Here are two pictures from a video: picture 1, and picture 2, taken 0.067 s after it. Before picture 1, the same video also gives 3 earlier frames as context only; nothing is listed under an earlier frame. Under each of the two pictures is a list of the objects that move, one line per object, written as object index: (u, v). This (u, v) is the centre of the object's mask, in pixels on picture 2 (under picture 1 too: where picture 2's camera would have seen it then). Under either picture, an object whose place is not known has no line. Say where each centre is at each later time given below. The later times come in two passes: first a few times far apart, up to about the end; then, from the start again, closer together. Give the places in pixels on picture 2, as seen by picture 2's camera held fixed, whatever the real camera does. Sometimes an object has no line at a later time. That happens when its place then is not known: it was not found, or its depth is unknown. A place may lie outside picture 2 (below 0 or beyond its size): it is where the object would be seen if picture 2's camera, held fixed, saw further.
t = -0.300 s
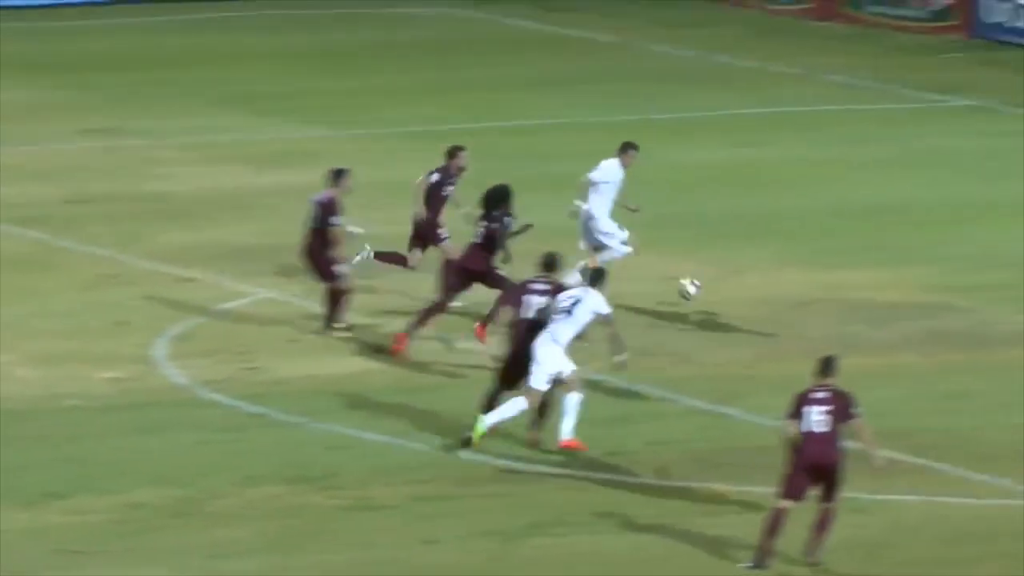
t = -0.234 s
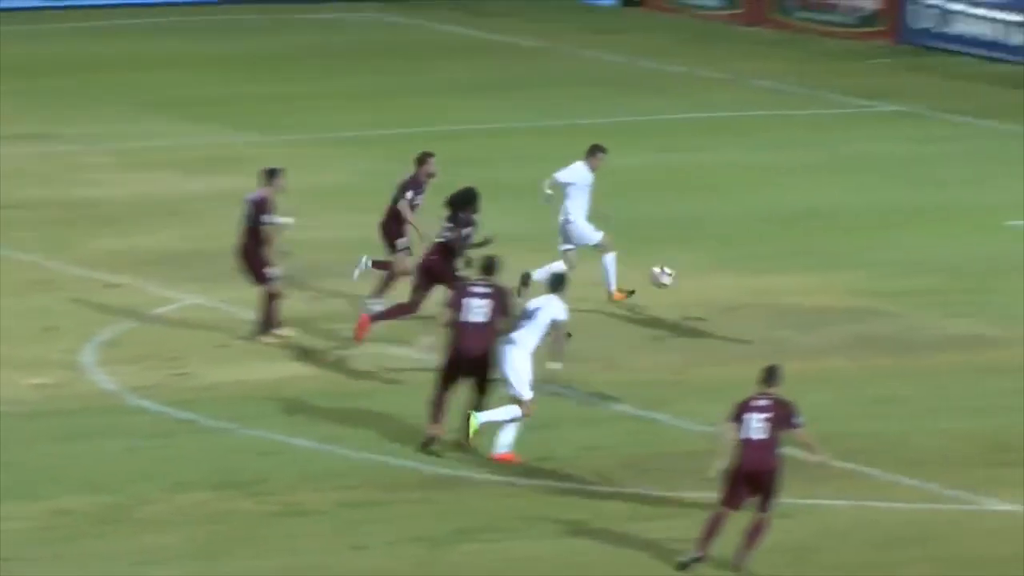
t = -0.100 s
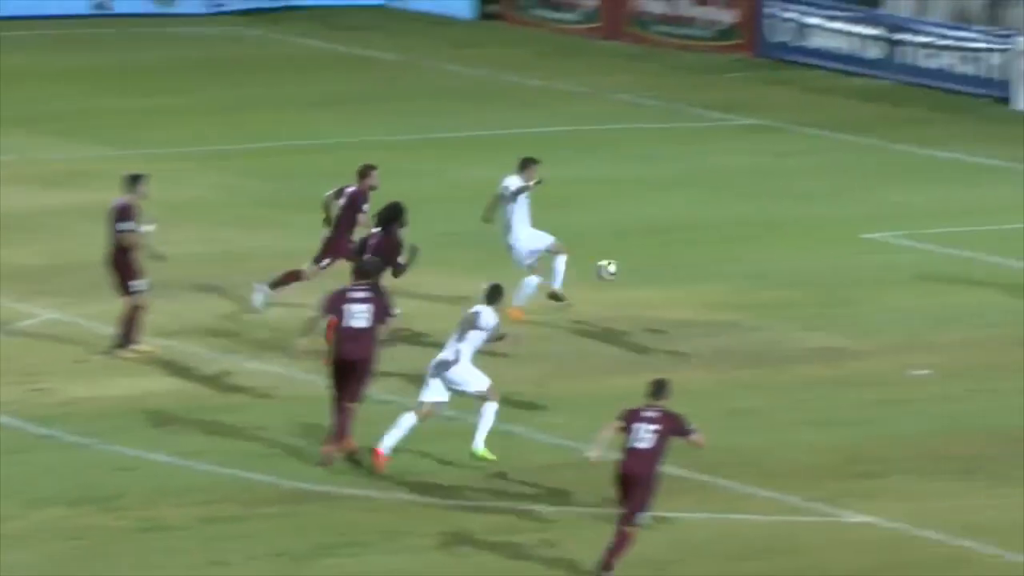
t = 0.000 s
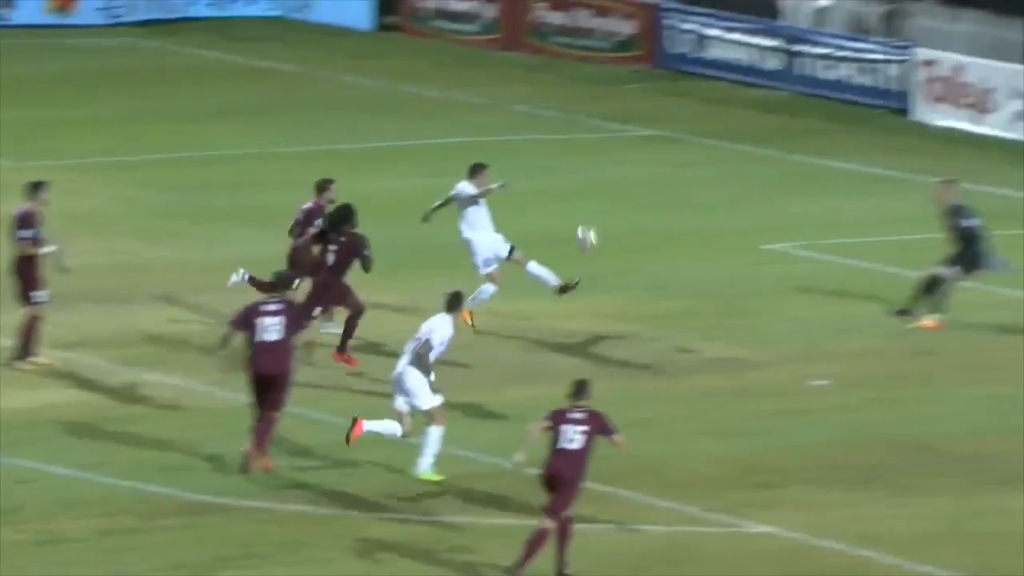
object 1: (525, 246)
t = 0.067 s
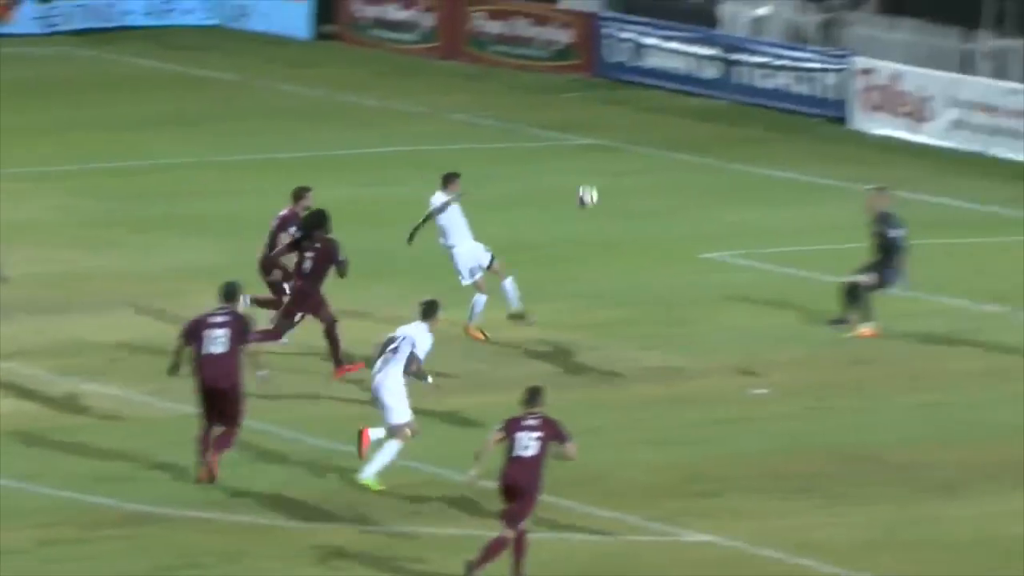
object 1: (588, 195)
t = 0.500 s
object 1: (958, -4)
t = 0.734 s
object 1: (1141, -41)
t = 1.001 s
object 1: (1332, -37)
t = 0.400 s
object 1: (882, 22)
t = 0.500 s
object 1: (958, -4)
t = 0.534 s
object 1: (983, -11)
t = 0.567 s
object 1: (1012, -18)
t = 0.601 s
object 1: (1038, -25)
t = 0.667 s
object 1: (1090, -34)
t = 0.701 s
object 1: (1118, -38)
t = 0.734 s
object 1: (1141, -41)
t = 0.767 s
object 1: (1171, -43)
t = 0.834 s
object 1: (1221, -45)
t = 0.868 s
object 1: (1251, -44)
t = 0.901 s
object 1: (1277, -43)
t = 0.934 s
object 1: (1303, -41)
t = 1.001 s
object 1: (1332, -37)
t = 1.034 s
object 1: (1352, -34)
